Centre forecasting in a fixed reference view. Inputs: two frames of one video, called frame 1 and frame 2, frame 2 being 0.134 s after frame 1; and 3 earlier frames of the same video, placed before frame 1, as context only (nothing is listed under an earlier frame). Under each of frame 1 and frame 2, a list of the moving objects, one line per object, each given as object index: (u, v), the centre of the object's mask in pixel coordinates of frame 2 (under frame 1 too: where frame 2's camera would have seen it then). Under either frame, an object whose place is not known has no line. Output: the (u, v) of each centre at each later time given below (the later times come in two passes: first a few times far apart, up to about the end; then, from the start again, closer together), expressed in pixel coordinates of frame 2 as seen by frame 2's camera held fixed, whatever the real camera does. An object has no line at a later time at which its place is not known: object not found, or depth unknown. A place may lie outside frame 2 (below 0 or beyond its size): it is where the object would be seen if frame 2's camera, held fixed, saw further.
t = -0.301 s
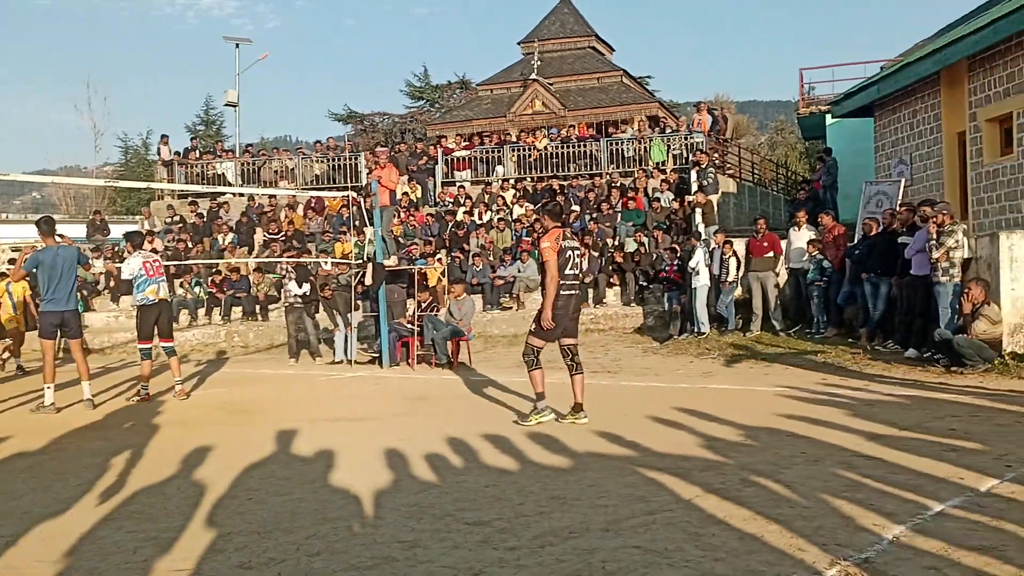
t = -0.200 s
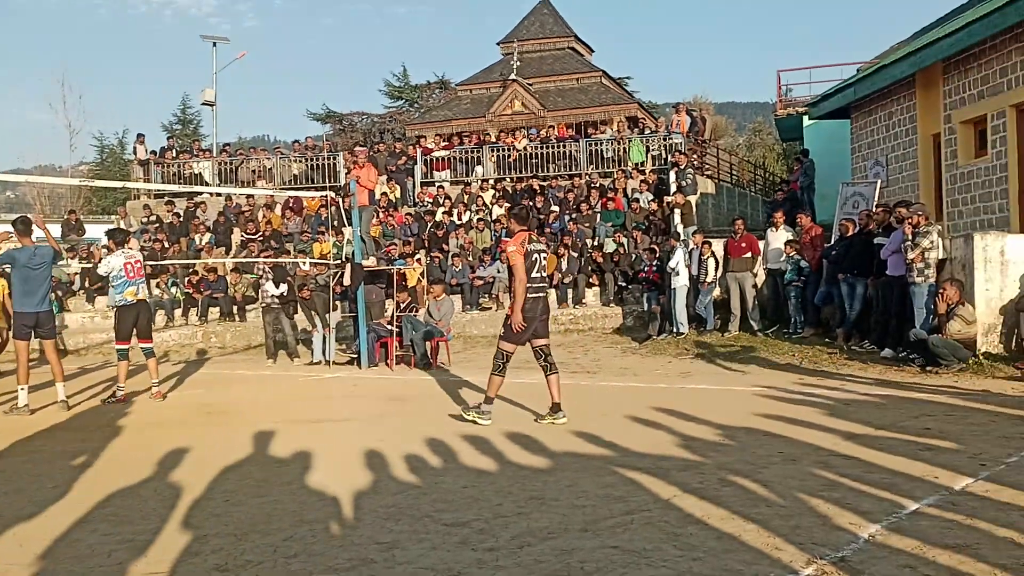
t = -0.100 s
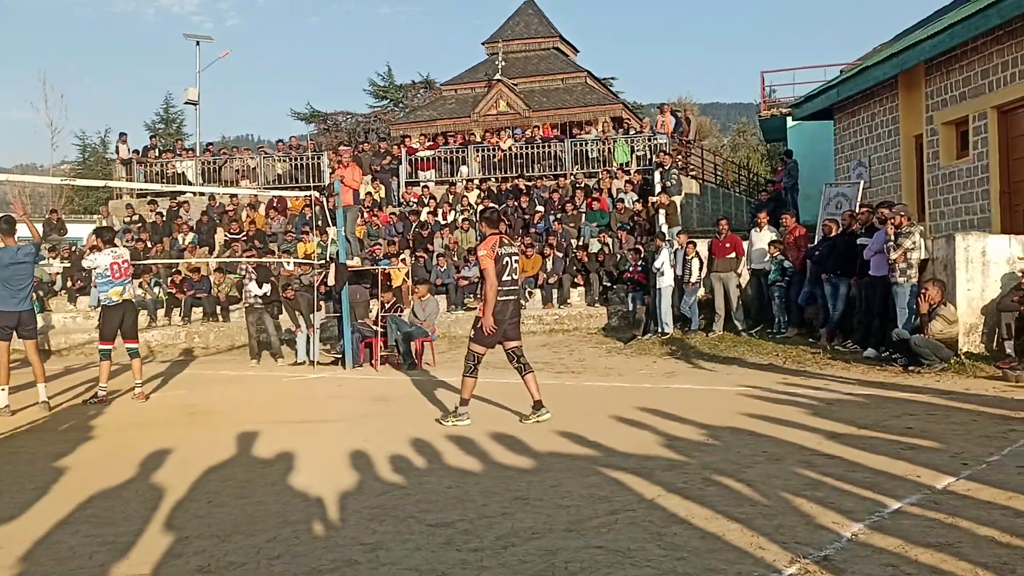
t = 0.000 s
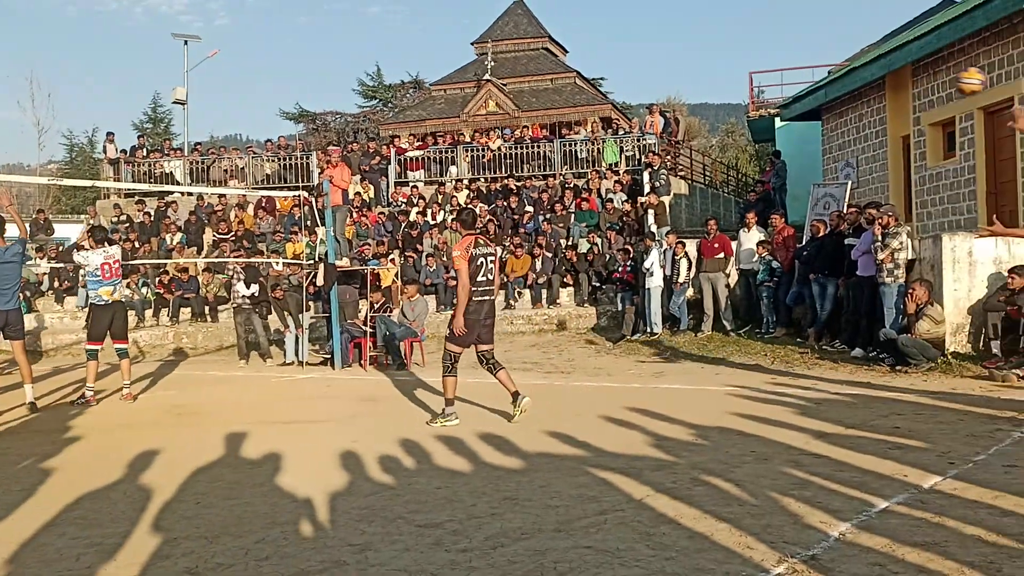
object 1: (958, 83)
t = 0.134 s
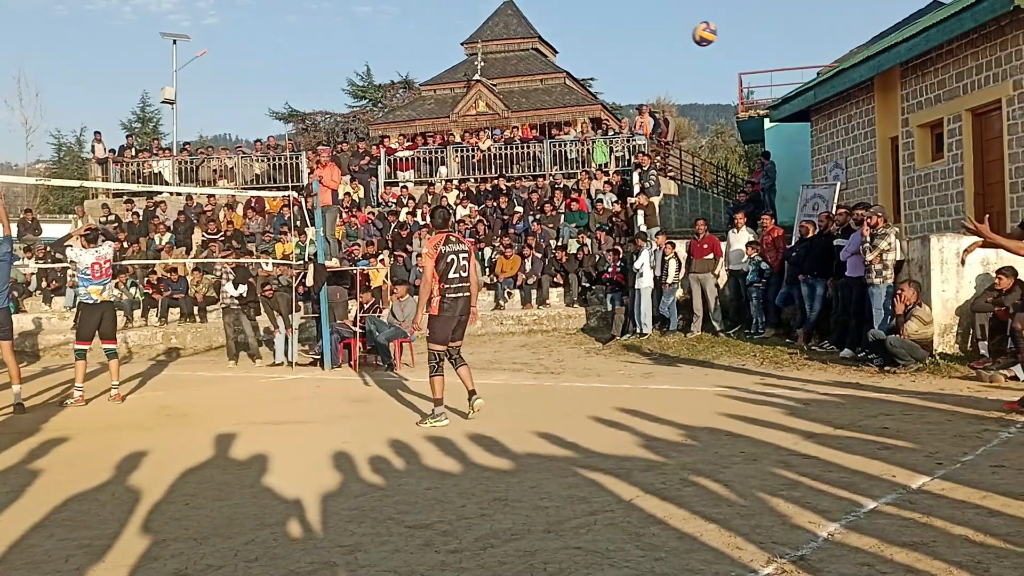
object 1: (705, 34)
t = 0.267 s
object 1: (551, 22)
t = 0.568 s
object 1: (300, 59)
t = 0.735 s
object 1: (203, 105)
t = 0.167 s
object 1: (662, 29)
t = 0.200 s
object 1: (623, 25)
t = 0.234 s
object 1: (586, 23)
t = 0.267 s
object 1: (551, 22)
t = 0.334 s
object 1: (487, 23)
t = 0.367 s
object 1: (455, 26)
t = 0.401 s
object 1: (426, 29)
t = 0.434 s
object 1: (398, 33)
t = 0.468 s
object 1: (372, 39)
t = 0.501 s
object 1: (347, 45)
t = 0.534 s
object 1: (323, 52)
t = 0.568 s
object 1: (300, 59)
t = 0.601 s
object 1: (278, 67)
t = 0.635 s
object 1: (257, 76)
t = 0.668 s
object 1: (238, 85)
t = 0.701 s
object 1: (221, 95)
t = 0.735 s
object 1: (203, 105)
